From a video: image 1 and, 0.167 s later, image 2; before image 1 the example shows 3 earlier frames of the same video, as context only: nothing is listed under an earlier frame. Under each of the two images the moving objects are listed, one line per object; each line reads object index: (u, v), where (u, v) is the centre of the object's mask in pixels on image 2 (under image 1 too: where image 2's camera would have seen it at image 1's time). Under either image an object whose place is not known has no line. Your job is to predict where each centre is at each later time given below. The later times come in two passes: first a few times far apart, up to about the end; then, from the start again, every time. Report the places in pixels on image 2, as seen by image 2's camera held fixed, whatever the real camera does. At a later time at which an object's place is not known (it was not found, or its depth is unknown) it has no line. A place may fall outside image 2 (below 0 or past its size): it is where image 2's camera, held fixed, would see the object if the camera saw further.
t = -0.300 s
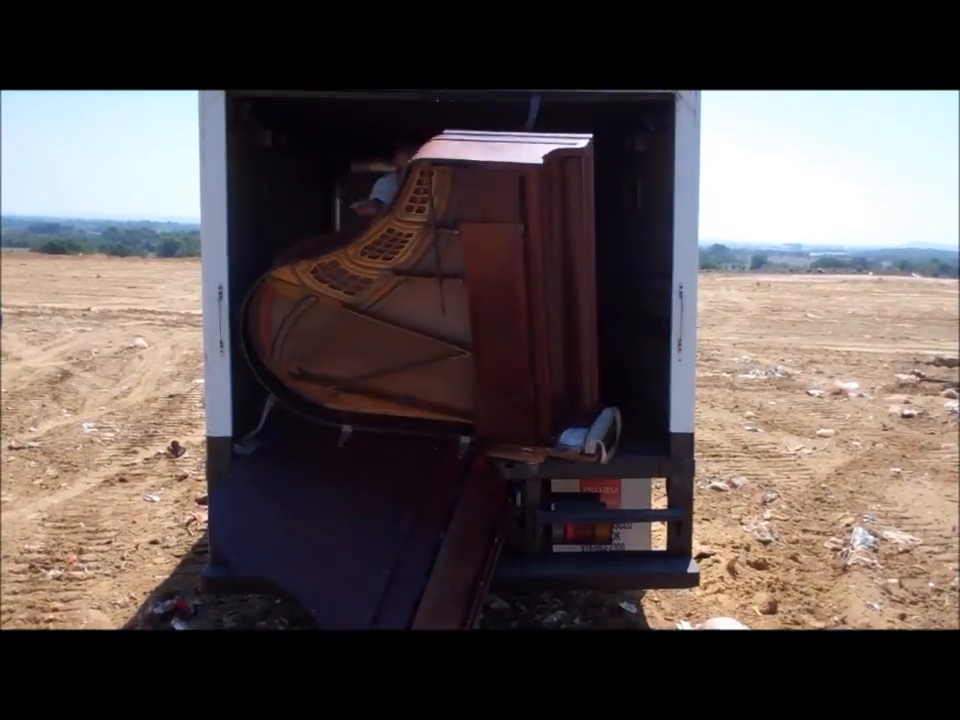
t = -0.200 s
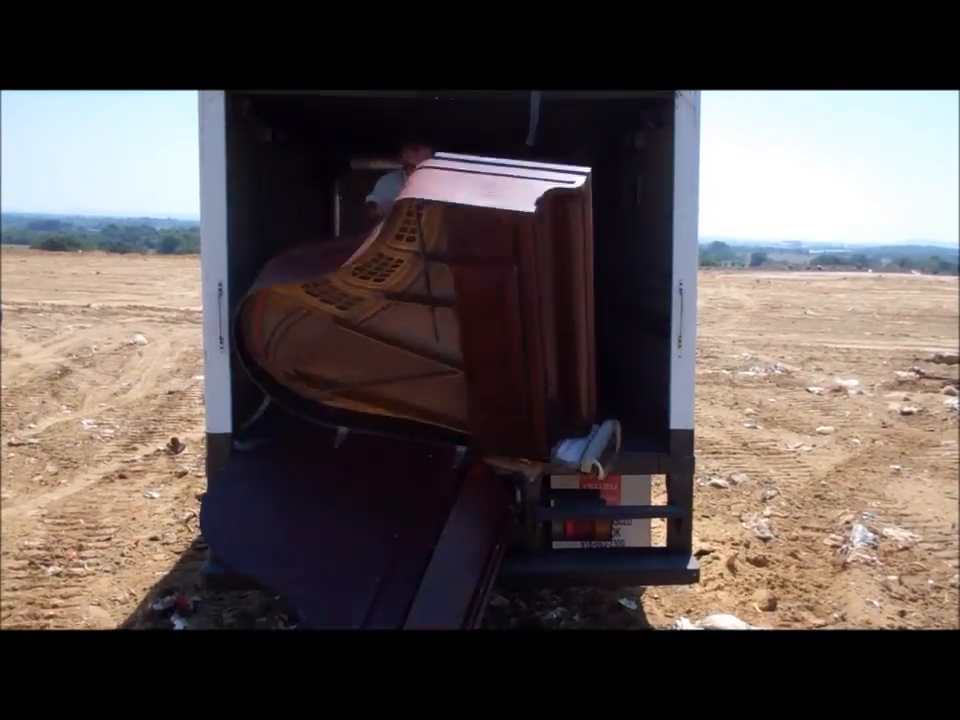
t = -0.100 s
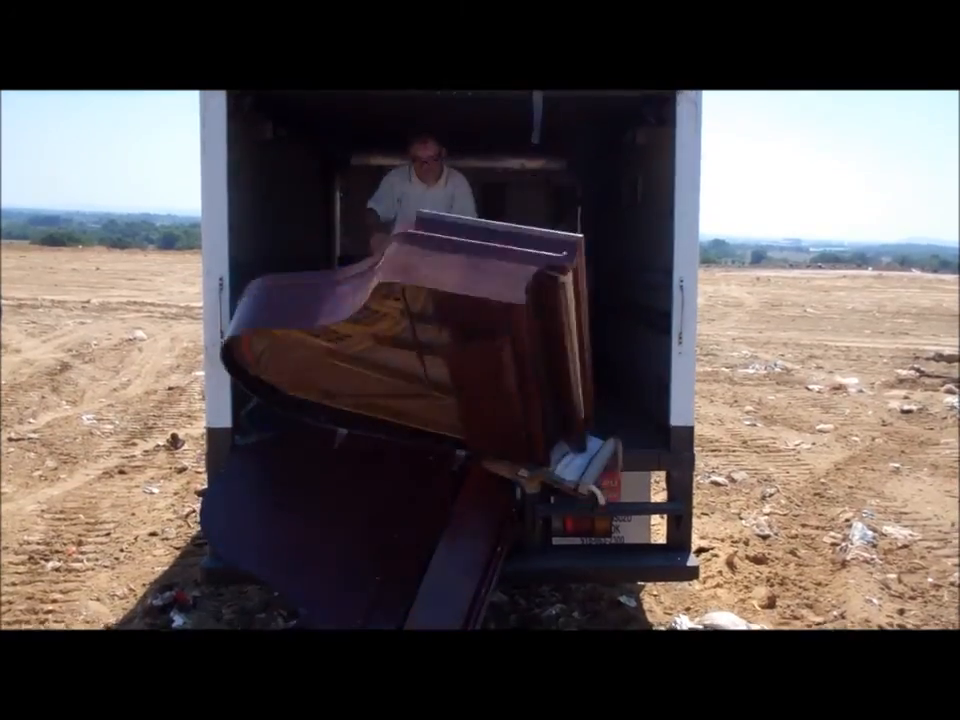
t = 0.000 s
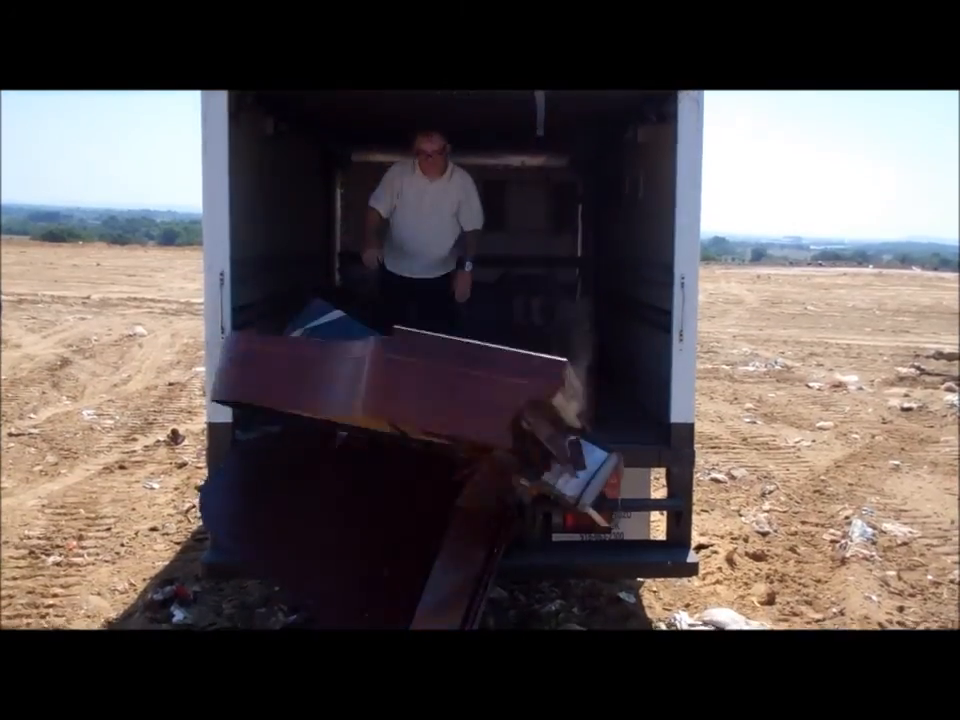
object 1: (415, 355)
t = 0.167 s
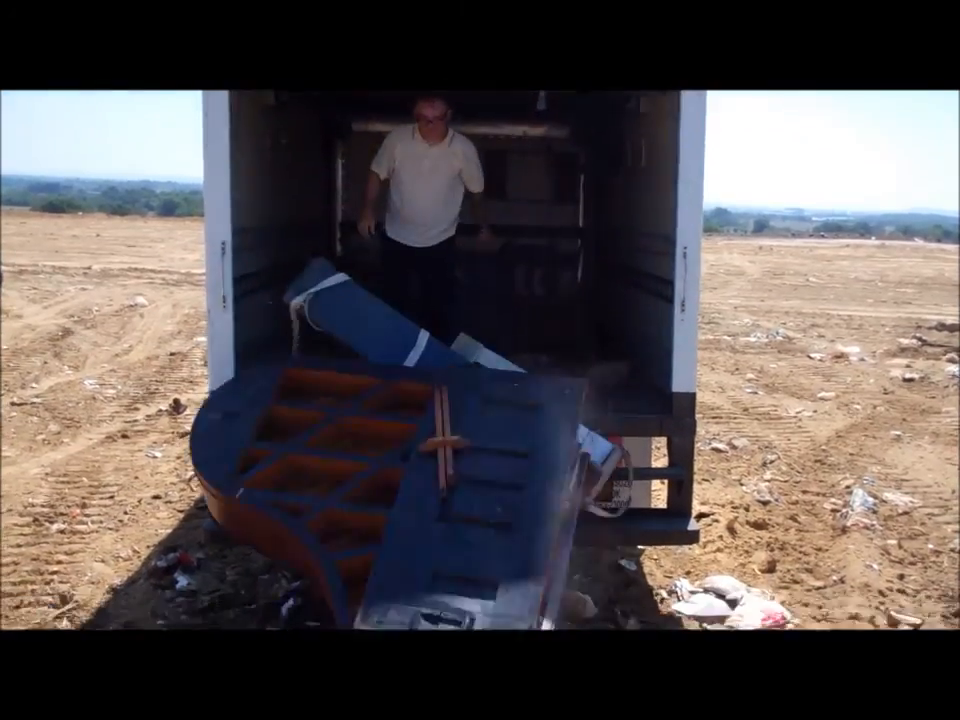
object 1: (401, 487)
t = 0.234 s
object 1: (394, 513)
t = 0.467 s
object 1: (360, 533)
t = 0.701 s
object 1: (297, 538)
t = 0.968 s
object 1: (293, 544)
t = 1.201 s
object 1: (288, 535)
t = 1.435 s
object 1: (295, 537)
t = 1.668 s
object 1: (300, 536)
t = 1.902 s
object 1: (307, 538)
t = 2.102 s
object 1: (309, 540)
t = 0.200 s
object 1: (399, 503)
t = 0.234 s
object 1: (394, 513)
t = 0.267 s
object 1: (390, 519)
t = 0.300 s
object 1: (384, 524)
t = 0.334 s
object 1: (376, 524)
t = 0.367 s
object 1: (374, 531)
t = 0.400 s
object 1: (370, 533)
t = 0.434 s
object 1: (365, 535)
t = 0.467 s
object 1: (360, 533)
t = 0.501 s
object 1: (356, 536)
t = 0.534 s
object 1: (352, 540)
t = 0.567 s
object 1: (343, 543)
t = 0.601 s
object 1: (333, 542)
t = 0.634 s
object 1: (326, 544)
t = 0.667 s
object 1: (302, 534)
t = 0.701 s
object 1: (297, 538)
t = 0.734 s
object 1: (309, 549)
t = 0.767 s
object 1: (306, 547)
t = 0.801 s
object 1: (308, 550)
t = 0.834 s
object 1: (291, 545)
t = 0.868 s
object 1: (303, 552)
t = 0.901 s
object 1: (304, 553)
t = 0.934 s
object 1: (313, 550)
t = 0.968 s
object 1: (293, 544)
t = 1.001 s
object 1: (295, 538)
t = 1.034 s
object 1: (310, 546)
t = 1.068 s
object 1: (311, 546)
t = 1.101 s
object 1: (293, 539)
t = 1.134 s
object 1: (288, 538)
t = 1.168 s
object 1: (286, 539)
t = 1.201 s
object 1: (288, 535)
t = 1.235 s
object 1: (288, 535)
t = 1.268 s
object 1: (291, 535)
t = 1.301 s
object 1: (288, 532)
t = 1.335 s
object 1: (291, 534)
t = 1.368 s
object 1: (292, 535)
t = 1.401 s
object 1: (293, 536)
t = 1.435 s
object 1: (295, 537)
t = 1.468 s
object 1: (297, 535)
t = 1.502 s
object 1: (291, 535)
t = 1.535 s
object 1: (292, 538)
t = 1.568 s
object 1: (294, 538)
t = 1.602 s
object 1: (295, 538)
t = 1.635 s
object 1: (297, 539)
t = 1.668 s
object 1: (300, 536)
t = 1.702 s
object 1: (300, 534)
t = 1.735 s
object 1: (303, 535)
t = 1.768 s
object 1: (305, 537)
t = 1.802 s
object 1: (305, 536)
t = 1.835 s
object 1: (307, 538)
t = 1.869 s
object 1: (308, 537)
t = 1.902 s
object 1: (307, 538)
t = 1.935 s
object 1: (307, 538)
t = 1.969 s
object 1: (309, 540)
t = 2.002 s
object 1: (310, 541)
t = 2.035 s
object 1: (309, 541)
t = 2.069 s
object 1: (308, 541)
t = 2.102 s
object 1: (309, 540)
